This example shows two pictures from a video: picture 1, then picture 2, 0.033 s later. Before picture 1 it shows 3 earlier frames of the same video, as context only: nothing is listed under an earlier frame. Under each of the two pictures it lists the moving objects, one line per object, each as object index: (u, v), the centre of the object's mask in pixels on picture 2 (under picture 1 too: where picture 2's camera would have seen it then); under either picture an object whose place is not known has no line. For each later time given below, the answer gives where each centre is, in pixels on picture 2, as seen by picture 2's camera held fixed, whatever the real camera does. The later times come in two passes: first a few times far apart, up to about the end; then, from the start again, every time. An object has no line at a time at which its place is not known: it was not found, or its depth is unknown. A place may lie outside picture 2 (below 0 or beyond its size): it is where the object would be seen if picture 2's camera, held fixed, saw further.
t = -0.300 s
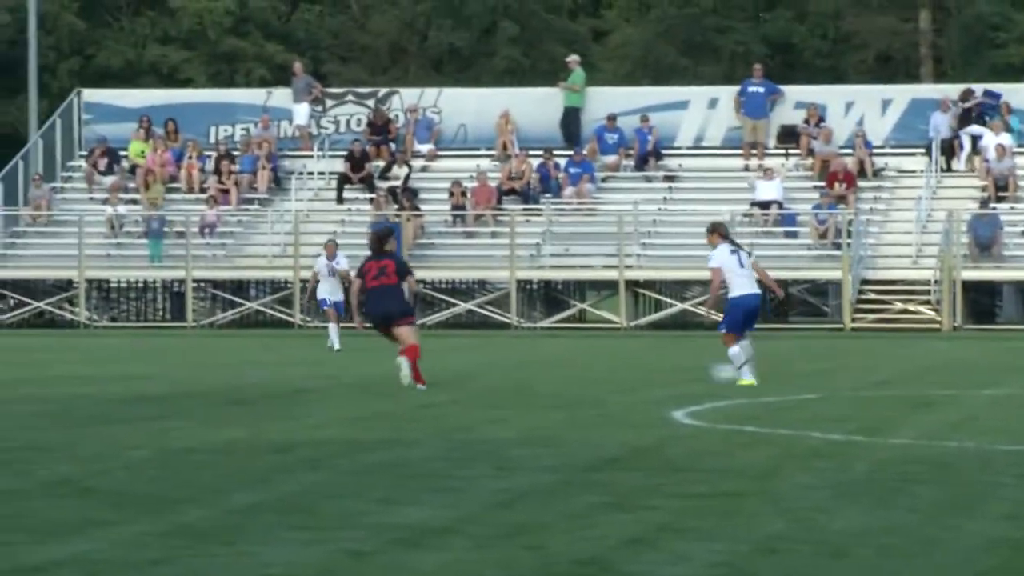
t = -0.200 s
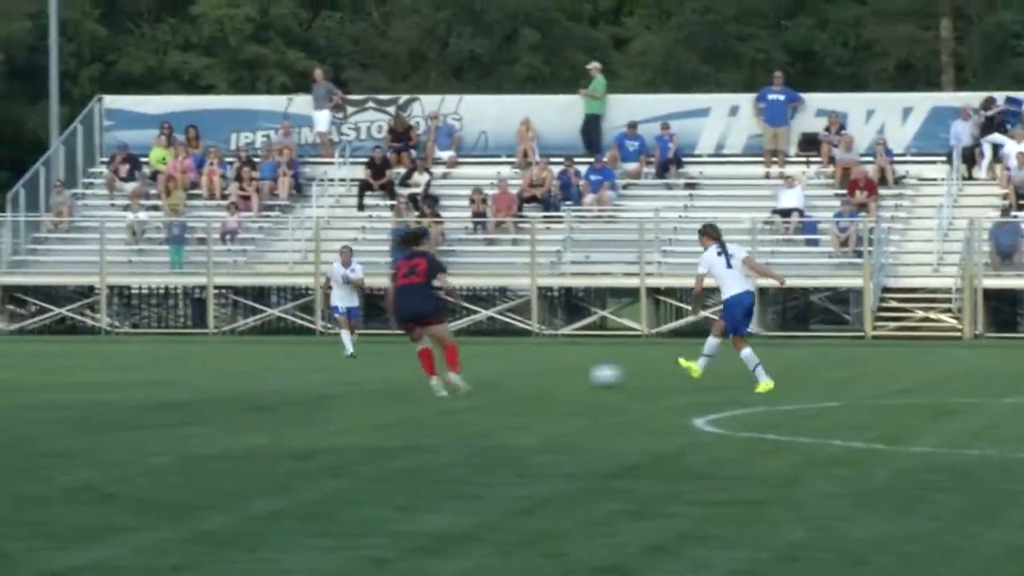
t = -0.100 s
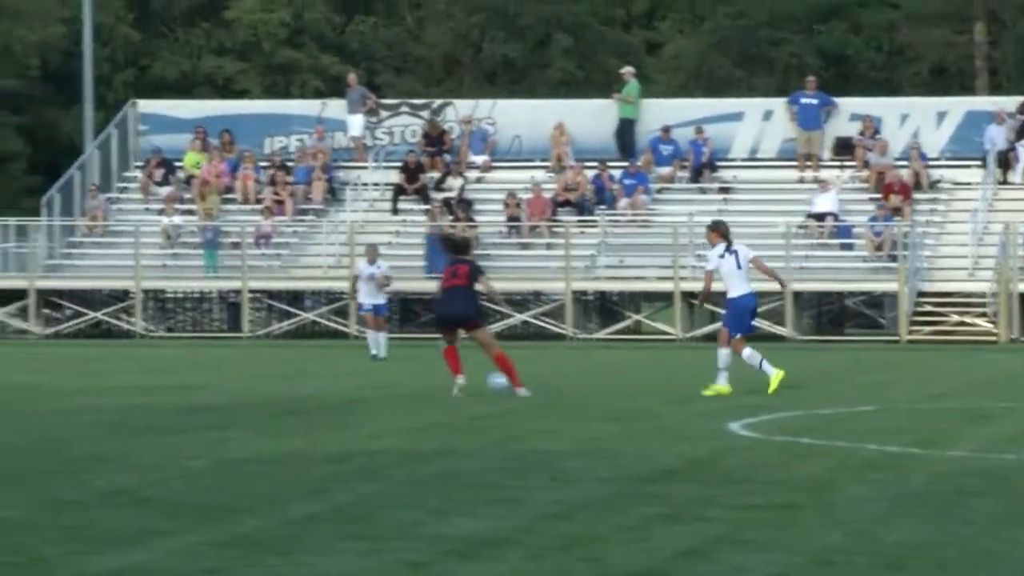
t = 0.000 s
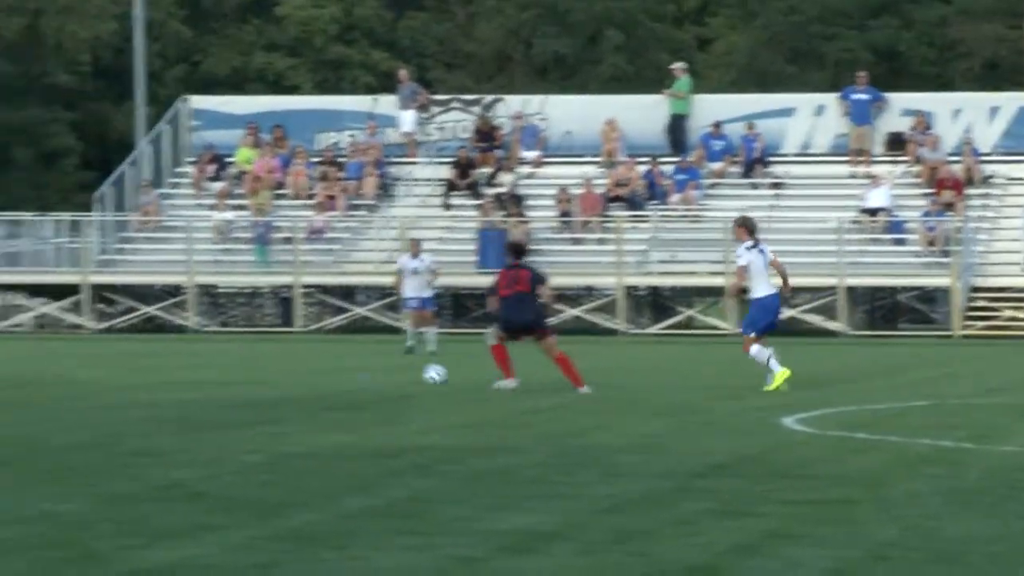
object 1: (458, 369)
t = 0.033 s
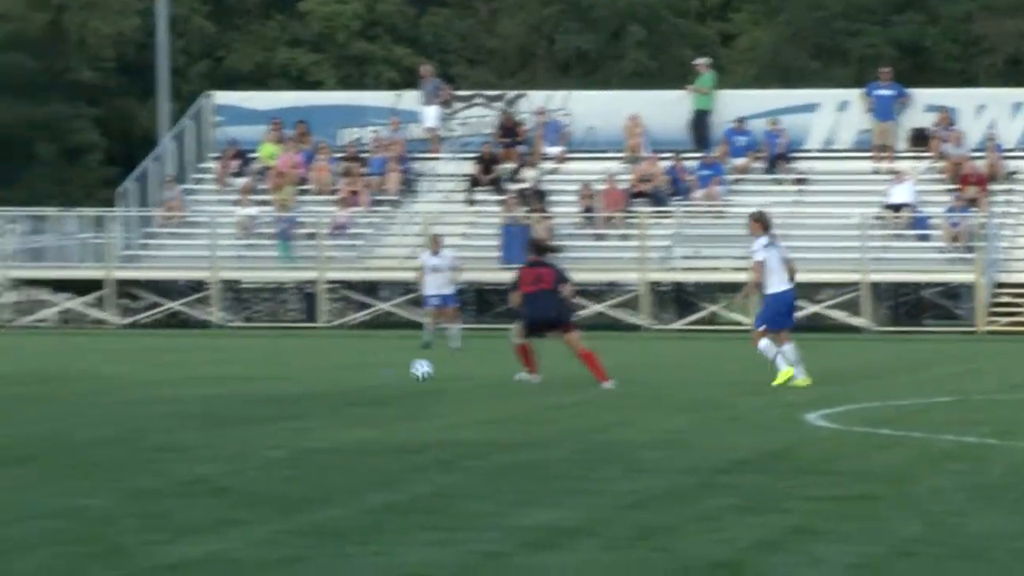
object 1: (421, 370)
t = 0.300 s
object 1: (167, 373)
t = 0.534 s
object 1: (8, 372)
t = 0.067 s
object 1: (385, 370)
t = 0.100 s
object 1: (350, 371)
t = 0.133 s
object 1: (315, 371)
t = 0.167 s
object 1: (284, 372)
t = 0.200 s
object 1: (254, 371)
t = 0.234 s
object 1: (226, 372)
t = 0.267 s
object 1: (197, 372)
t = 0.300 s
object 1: (167, 373)
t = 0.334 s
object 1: (140, 374)
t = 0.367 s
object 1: (117, 372)
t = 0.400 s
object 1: (97, 371)
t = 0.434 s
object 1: (73, 369)
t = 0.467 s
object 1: (52, 370)
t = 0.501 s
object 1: (31, 371)
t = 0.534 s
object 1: (8, 372)
